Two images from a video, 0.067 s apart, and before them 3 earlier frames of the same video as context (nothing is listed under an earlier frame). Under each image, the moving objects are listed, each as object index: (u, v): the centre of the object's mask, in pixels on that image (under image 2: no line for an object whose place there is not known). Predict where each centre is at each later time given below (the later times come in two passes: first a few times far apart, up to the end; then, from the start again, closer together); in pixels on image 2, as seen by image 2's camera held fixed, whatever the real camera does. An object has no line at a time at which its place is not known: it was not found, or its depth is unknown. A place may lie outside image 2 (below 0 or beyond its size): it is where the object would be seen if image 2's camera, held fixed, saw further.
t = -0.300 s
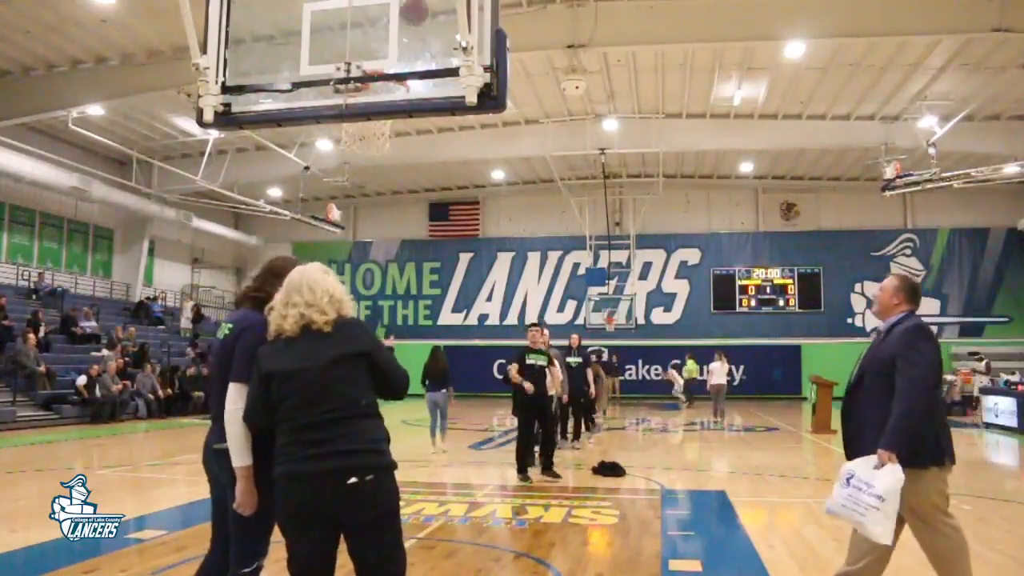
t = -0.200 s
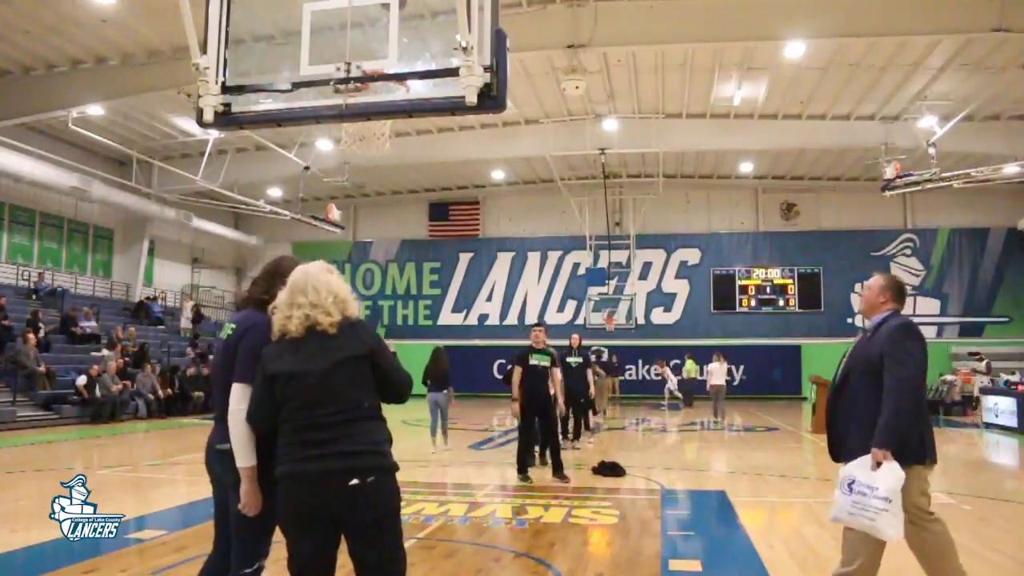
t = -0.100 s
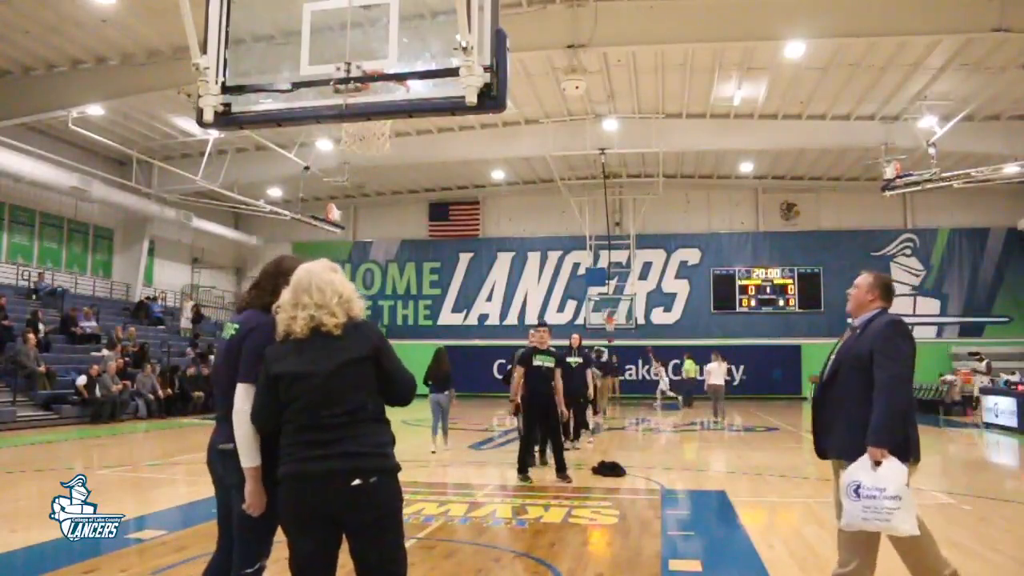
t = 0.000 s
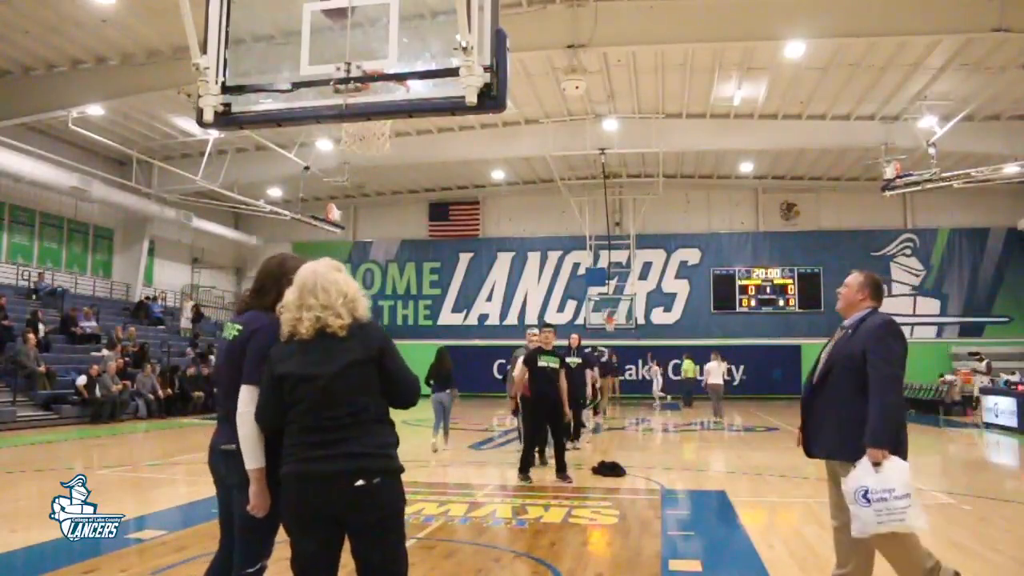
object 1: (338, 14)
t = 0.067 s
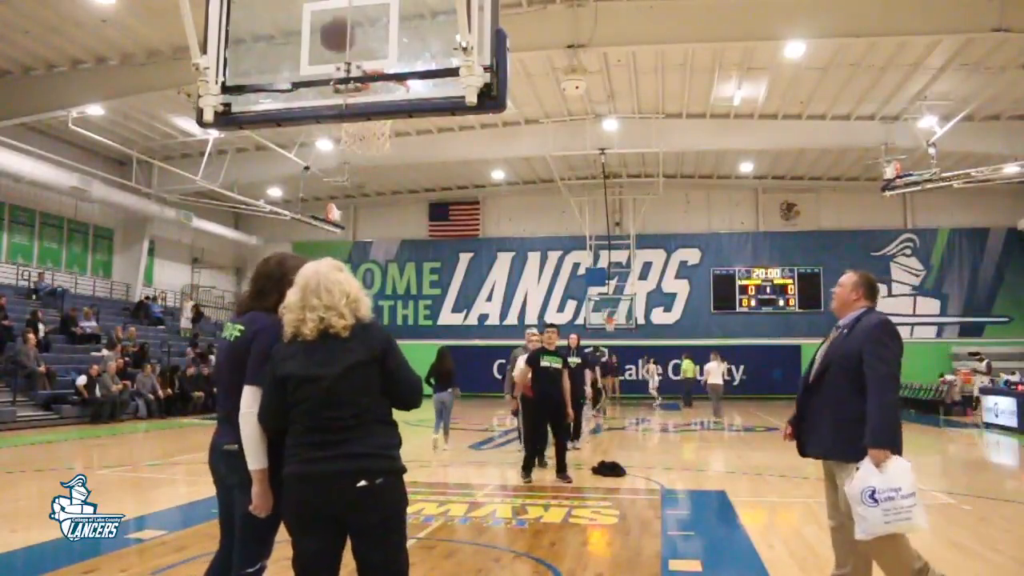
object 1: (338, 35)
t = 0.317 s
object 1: (401, 62)
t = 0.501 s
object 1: (426, 86)
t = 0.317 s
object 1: (401, 62)
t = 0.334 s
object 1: (402, 62)
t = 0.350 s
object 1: (404, 62)
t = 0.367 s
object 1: (406, 62)
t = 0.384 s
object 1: (407, 63)
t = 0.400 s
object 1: (409, 65)
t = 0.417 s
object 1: (417, 85)
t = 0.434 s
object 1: (418, 85)
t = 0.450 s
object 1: (420, 86)
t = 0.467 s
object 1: (422, 86)
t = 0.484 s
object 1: (423, 86)
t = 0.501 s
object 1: (426, 86)
